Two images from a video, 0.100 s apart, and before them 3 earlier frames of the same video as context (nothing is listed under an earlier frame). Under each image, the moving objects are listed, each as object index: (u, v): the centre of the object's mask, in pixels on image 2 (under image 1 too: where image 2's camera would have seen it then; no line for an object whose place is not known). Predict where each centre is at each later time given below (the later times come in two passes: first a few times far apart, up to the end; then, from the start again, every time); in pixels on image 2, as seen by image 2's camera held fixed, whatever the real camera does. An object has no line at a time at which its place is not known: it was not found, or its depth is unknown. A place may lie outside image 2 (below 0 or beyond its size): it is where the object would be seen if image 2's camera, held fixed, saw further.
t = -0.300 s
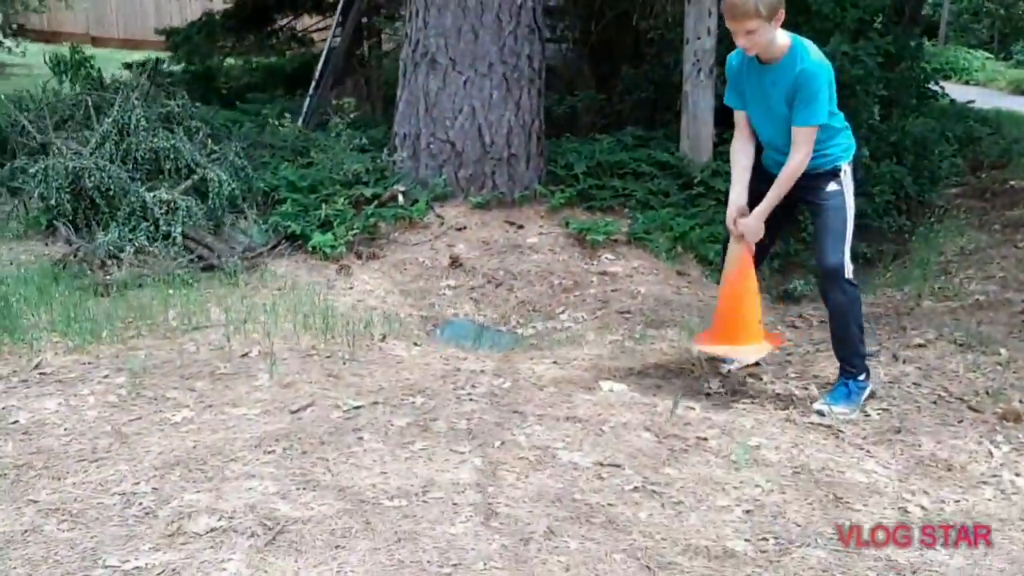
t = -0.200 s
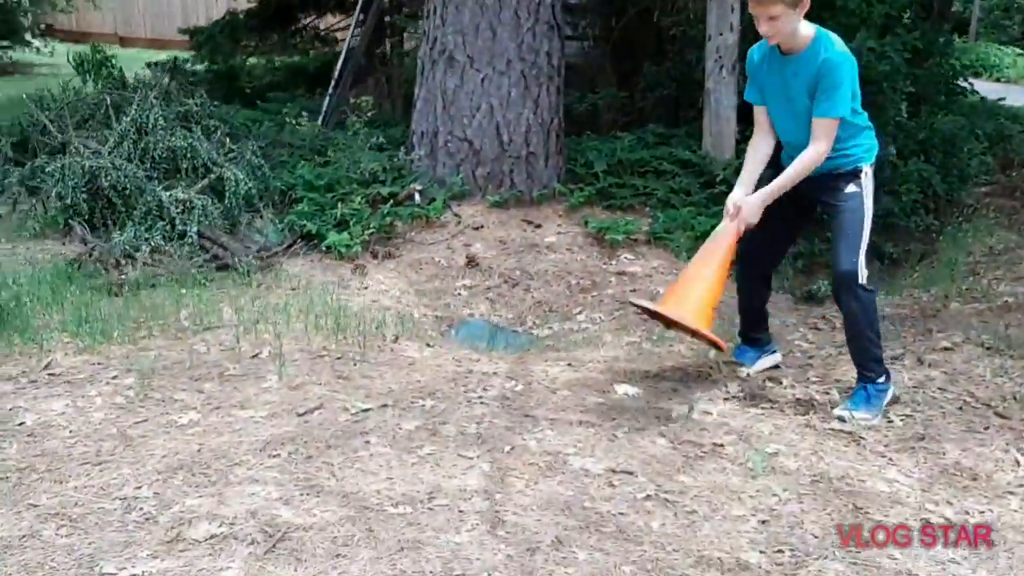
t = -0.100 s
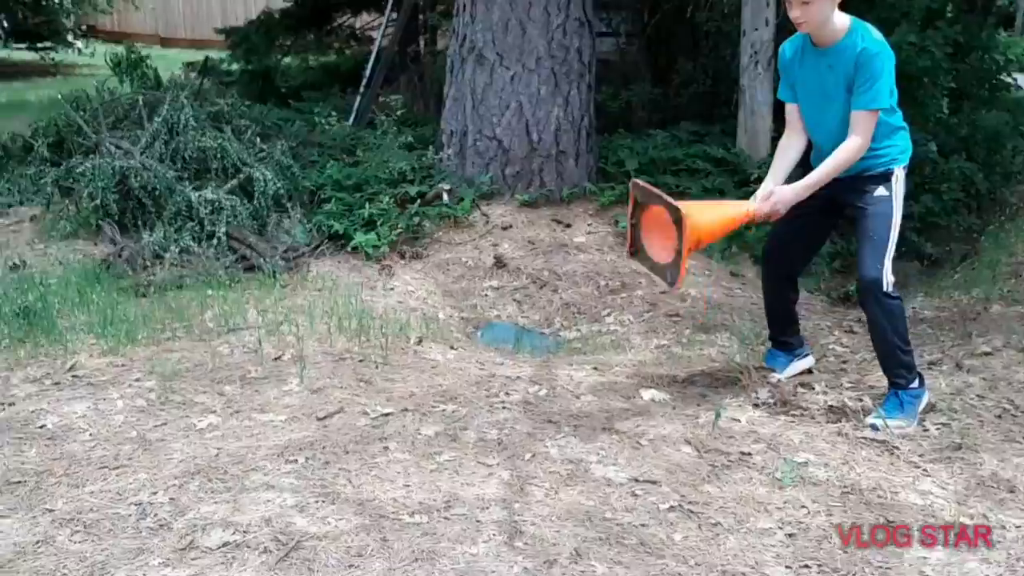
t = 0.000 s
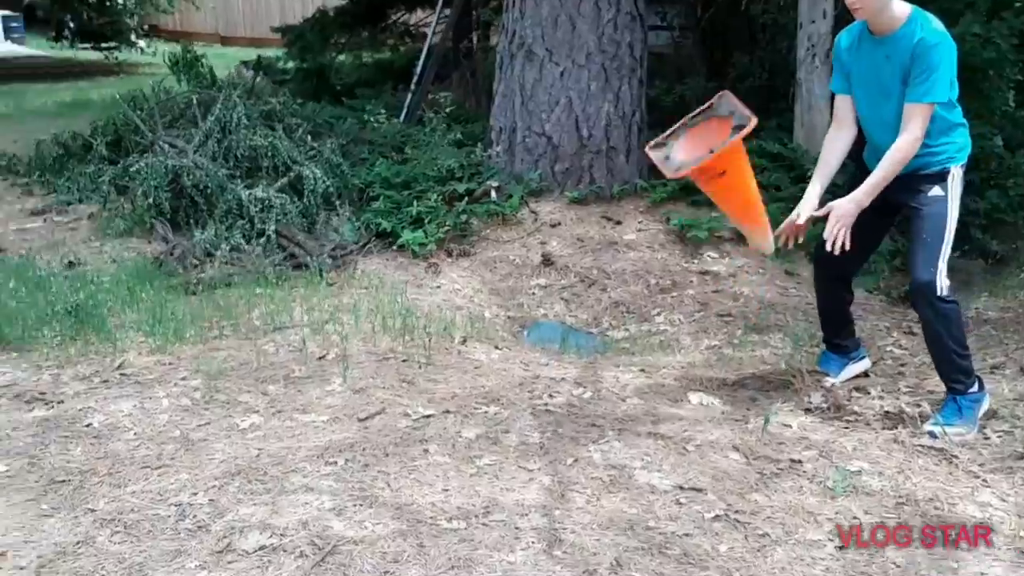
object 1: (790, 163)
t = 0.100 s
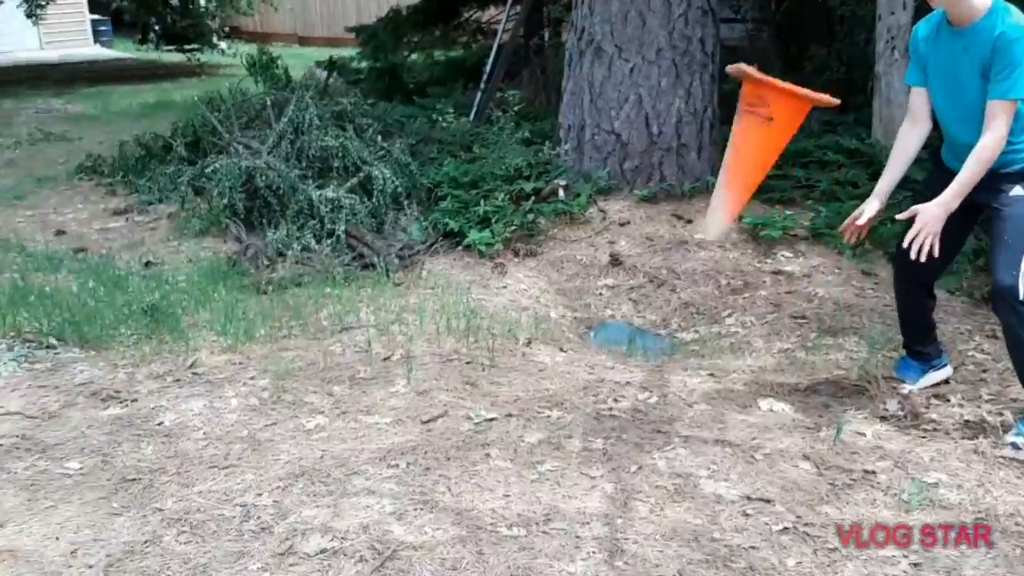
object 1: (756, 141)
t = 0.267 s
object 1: (733, 114)
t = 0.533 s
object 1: (707, 344)
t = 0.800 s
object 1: (693, 392)
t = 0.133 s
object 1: (747, 125)
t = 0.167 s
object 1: (743, 113)
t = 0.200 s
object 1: (739, 109)
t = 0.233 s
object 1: (739, 108)
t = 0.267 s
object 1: (733, 114)
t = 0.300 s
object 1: (732, 119)
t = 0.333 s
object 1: (718, 134)
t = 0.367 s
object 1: (718, 148)
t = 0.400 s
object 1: (720, 174)
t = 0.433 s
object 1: (722, 212)
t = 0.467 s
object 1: (720, 255)
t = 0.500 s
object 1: (715, 299)
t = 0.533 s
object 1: (707, 344)
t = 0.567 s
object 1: (699, 389)
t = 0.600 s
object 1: (695, 417)
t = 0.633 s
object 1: (693, 415)
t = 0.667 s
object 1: (691, 405)
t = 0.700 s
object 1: (692, 397)
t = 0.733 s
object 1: (693, 393)
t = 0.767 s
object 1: (695, 391)
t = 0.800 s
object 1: (693, 392)
